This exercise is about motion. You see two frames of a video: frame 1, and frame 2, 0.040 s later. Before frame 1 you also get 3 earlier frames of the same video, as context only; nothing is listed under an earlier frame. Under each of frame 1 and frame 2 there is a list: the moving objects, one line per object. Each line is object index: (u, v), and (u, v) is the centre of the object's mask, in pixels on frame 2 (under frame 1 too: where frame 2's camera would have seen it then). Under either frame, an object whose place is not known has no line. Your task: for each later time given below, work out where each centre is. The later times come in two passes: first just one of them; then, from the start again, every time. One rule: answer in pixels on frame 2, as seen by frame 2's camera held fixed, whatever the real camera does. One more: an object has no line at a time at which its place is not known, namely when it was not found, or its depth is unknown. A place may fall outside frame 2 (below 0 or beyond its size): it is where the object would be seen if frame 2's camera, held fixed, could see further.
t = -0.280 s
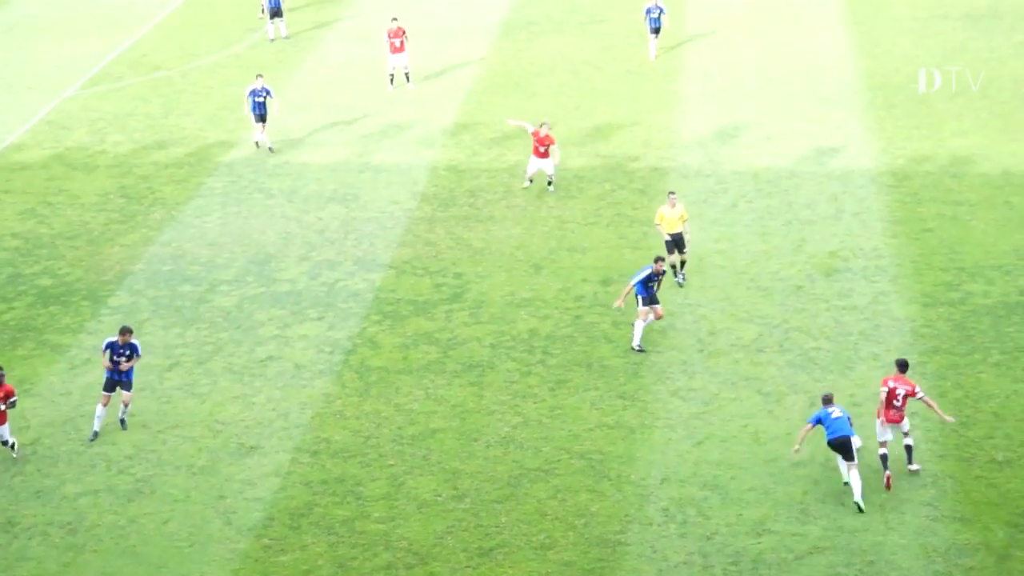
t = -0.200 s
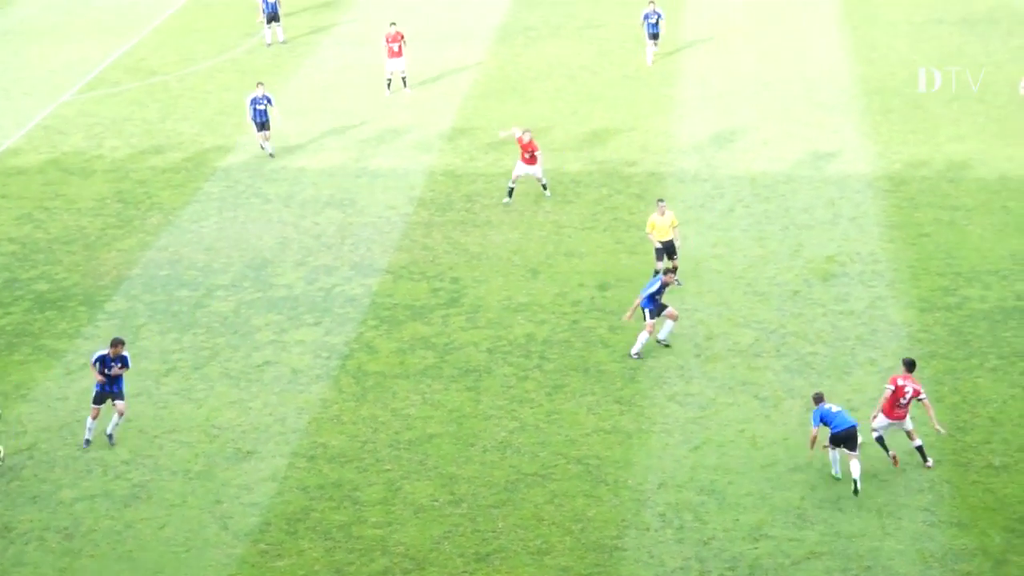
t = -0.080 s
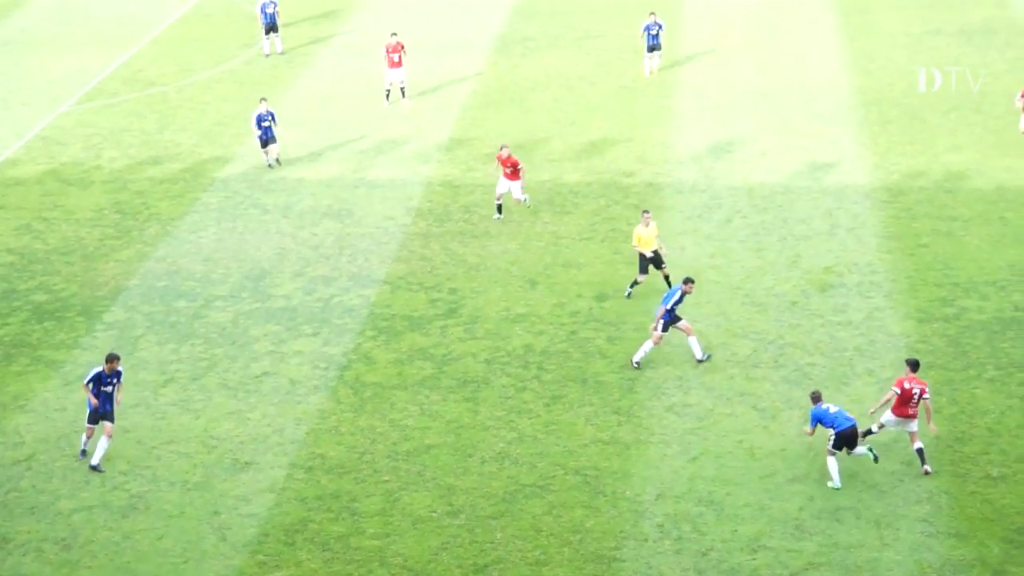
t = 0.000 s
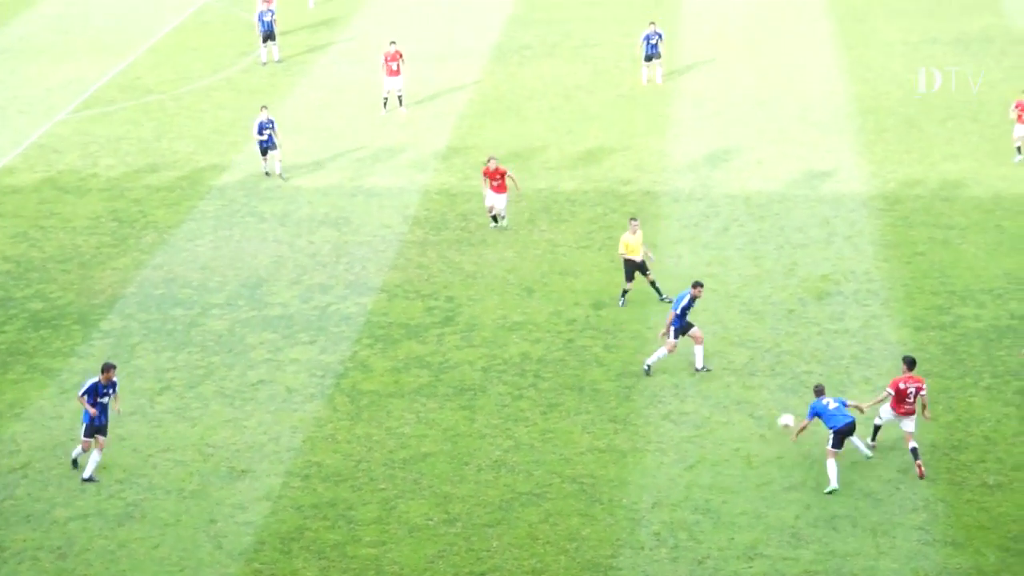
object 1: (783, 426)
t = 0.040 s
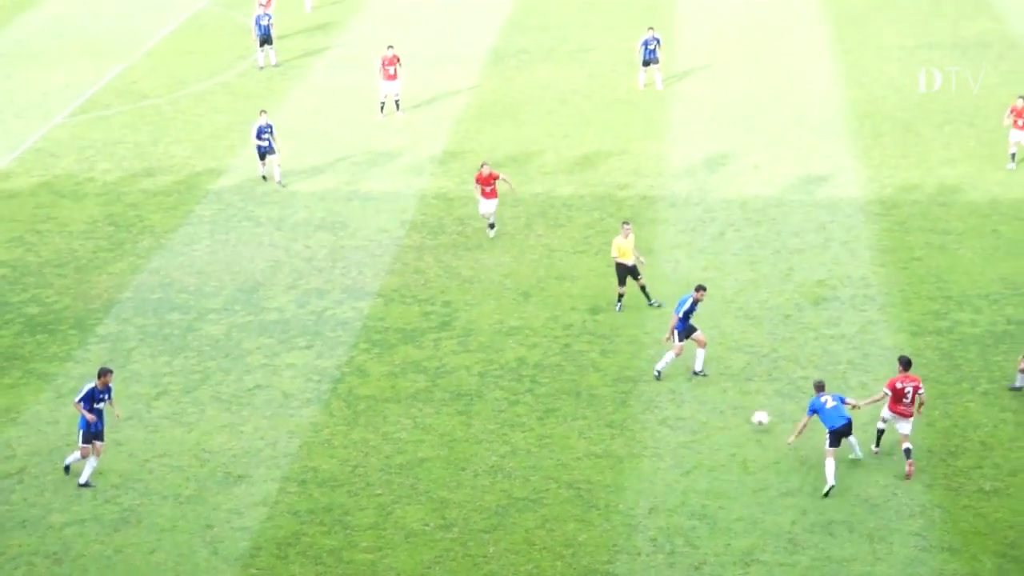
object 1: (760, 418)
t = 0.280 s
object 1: (637, 386)
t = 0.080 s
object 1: (739, 412)
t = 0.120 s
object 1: (716, 407)
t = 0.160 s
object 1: (695, 402)
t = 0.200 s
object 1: (674, 400)
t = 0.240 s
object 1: (655, 395)
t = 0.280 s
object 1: (637, 386)
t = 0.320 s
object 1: (621, 379)
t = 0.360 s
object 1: (605, 373)
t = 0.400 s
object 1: (588, 368)
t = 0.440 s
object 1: (573, 365)
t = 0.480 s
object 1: (556, 363)
